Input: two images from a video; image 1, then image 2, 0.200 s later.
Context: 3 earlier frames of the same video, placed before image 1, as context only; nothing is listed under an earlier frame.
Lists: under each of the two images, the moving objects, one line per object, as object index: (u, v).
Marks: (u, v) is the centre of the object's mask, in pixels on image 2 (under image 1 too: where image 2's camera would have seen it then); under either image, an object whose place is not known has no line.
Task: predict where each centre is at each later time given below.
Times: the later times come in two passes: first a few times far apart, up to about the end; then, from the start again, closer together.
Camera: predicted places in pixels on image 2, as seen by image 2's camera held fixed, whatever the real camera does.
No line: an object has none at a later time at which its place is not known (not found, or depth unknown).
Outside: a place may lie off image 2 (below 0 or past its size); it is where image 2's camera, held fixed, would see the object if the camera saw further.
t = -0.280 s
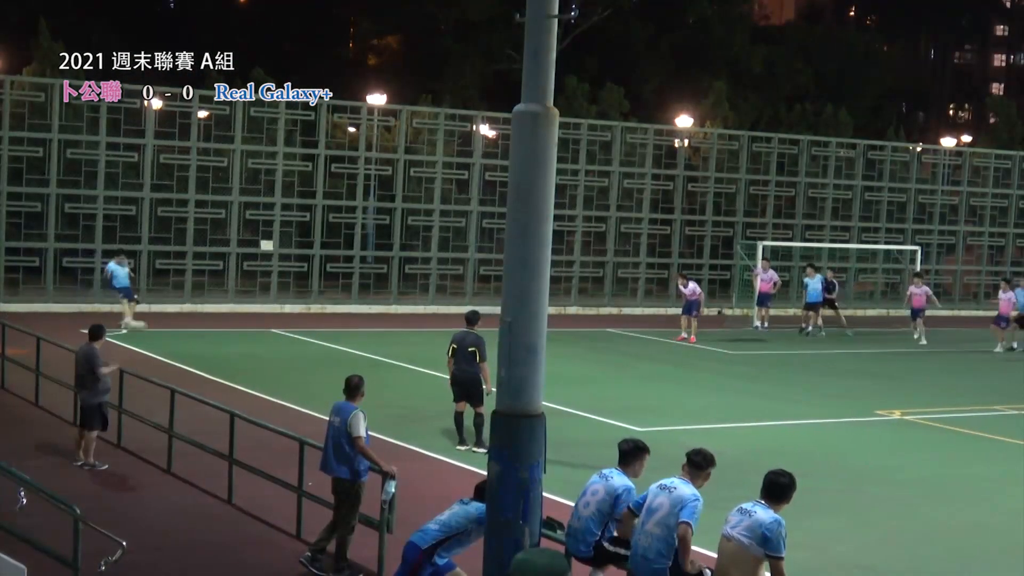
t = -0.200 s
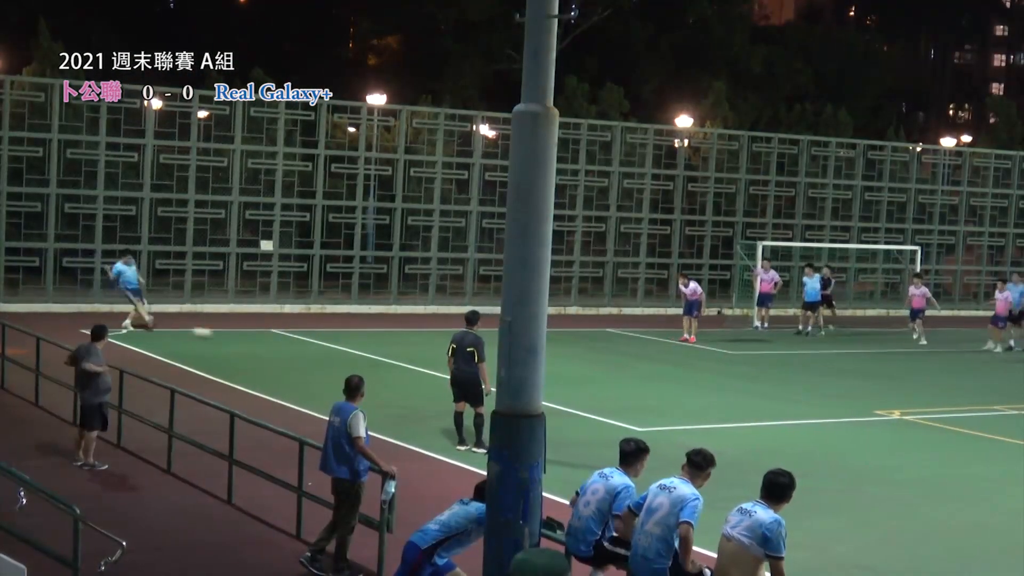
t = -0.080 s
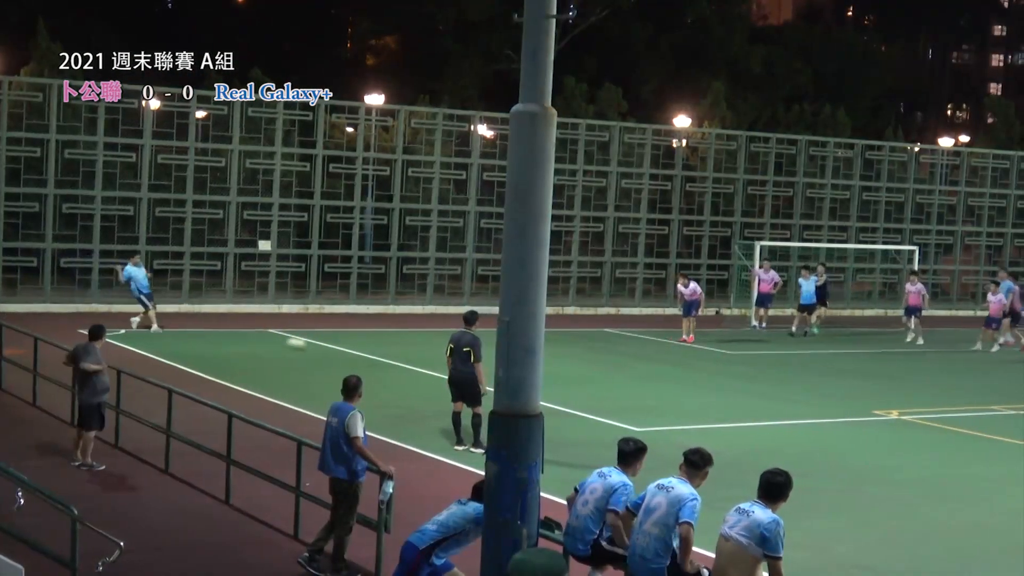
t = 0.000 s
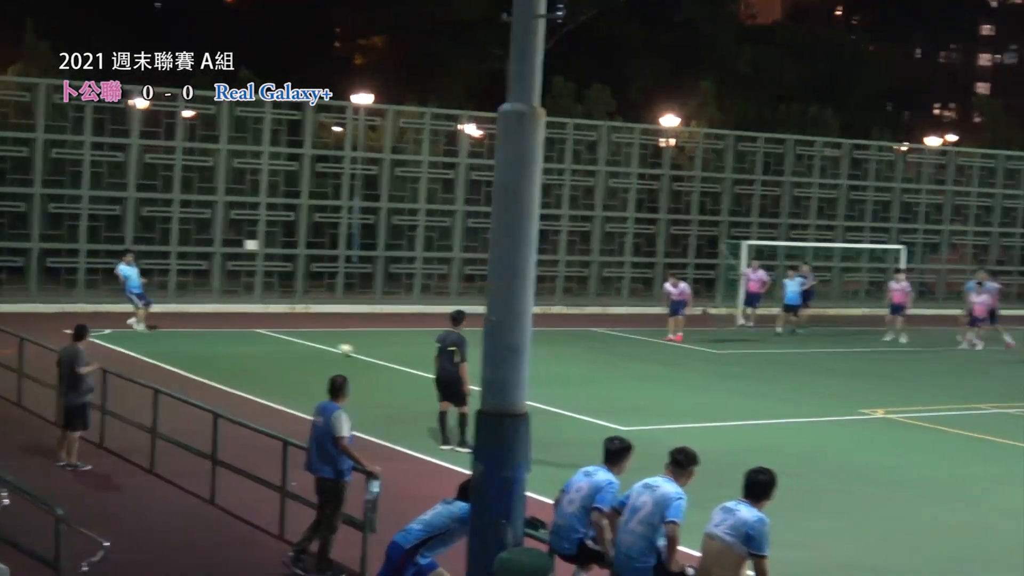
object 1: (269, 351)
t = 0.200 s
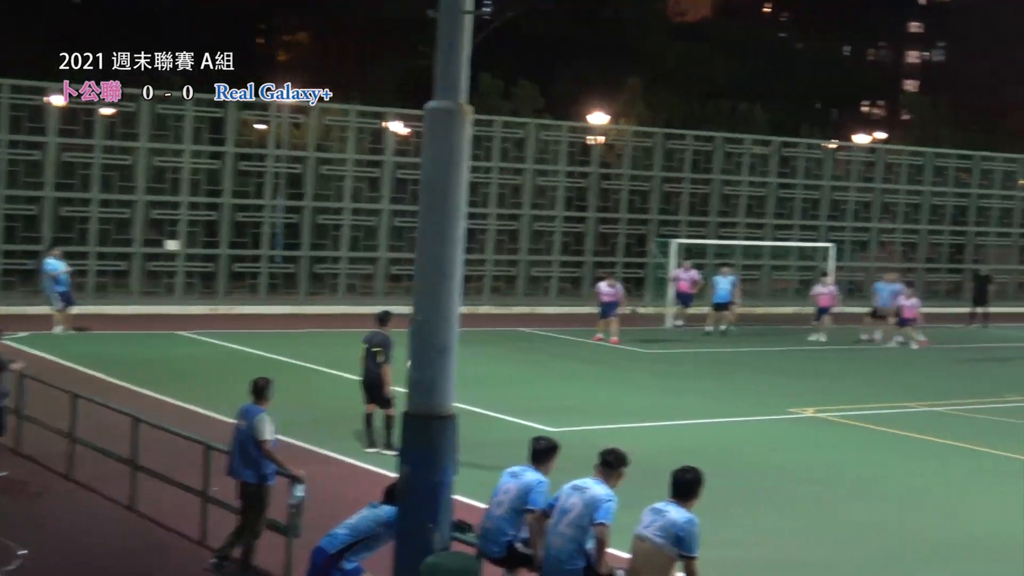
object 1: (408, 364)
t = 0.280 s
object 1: (467, 372)
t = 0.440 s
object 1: (564, 380)
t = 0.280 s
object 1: (467, 372)
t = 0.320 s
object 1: (491, 374)
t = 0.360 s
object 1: (515, 377)
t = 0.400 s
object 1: (540, 378)
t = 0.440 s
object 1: (564, 380)
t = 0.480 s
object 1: (589, 381)
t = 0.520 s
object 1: (613, 385)
